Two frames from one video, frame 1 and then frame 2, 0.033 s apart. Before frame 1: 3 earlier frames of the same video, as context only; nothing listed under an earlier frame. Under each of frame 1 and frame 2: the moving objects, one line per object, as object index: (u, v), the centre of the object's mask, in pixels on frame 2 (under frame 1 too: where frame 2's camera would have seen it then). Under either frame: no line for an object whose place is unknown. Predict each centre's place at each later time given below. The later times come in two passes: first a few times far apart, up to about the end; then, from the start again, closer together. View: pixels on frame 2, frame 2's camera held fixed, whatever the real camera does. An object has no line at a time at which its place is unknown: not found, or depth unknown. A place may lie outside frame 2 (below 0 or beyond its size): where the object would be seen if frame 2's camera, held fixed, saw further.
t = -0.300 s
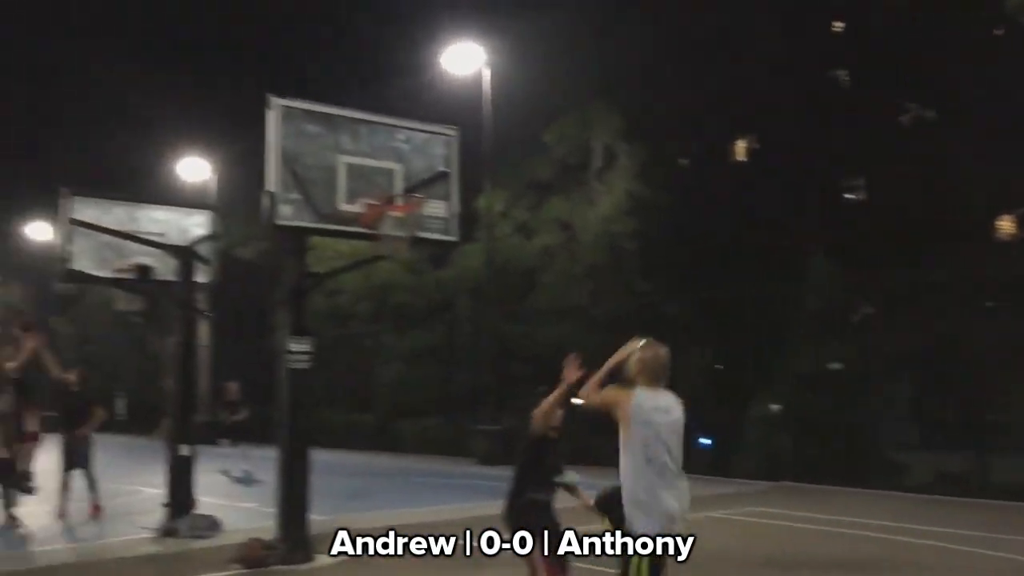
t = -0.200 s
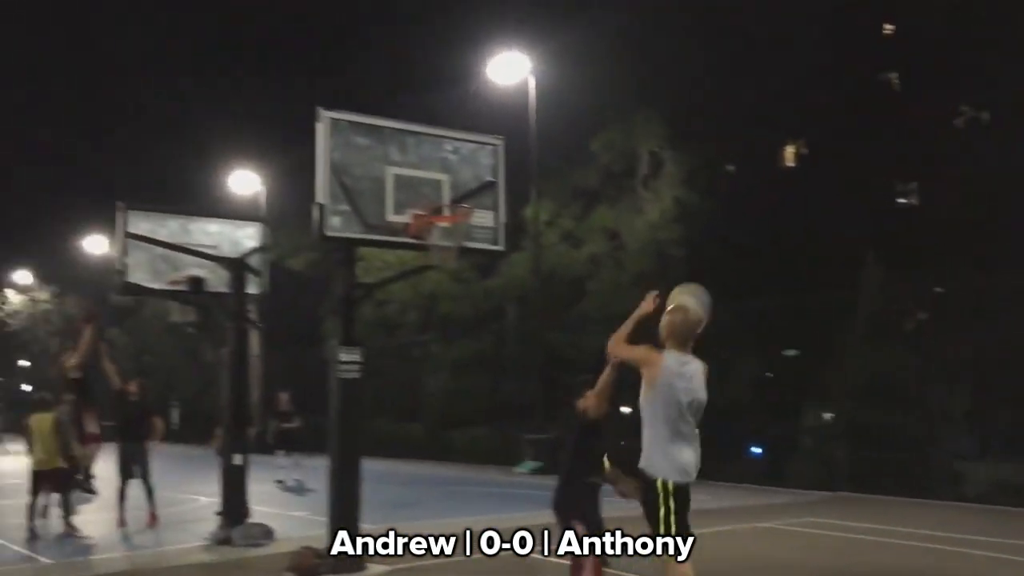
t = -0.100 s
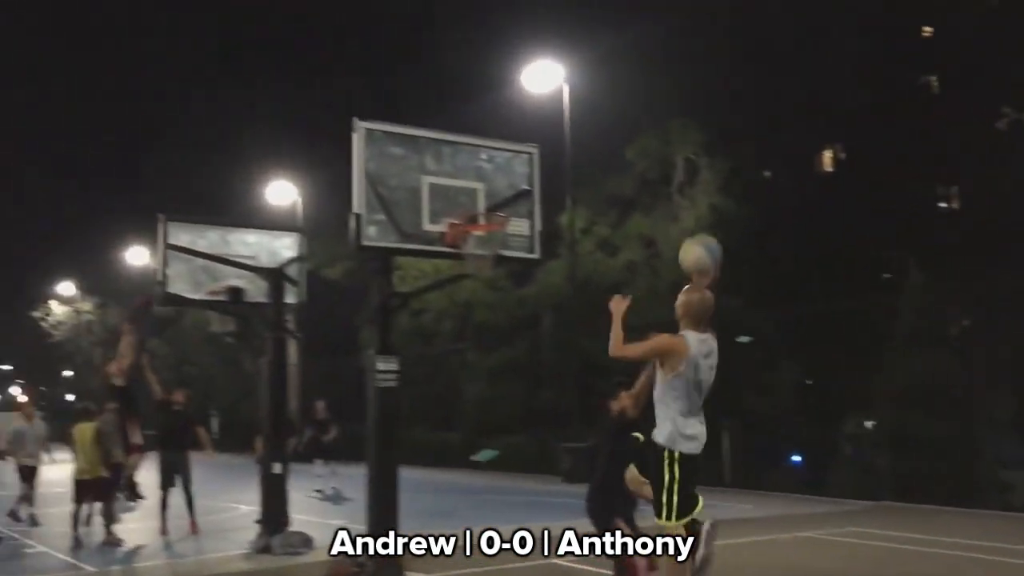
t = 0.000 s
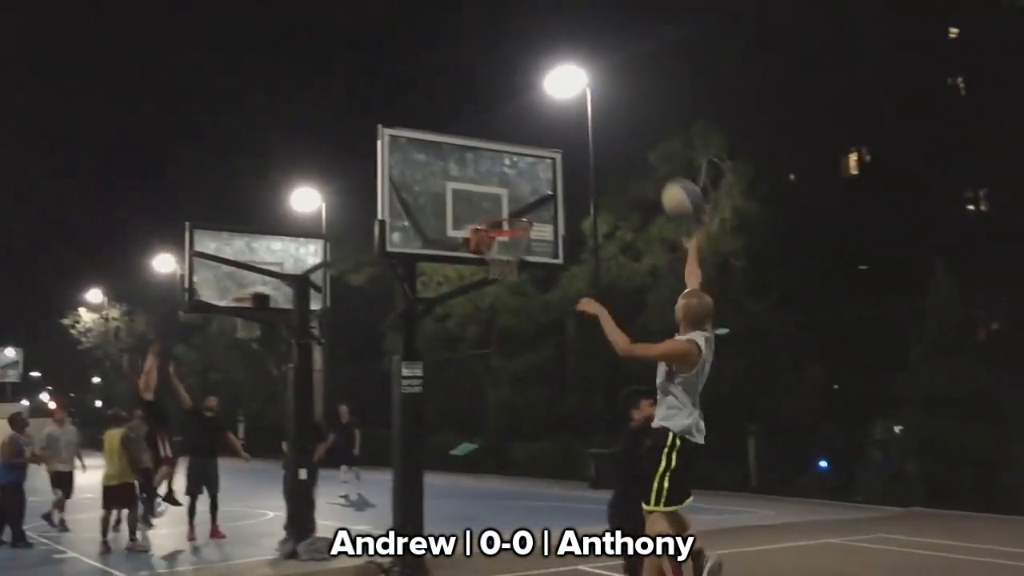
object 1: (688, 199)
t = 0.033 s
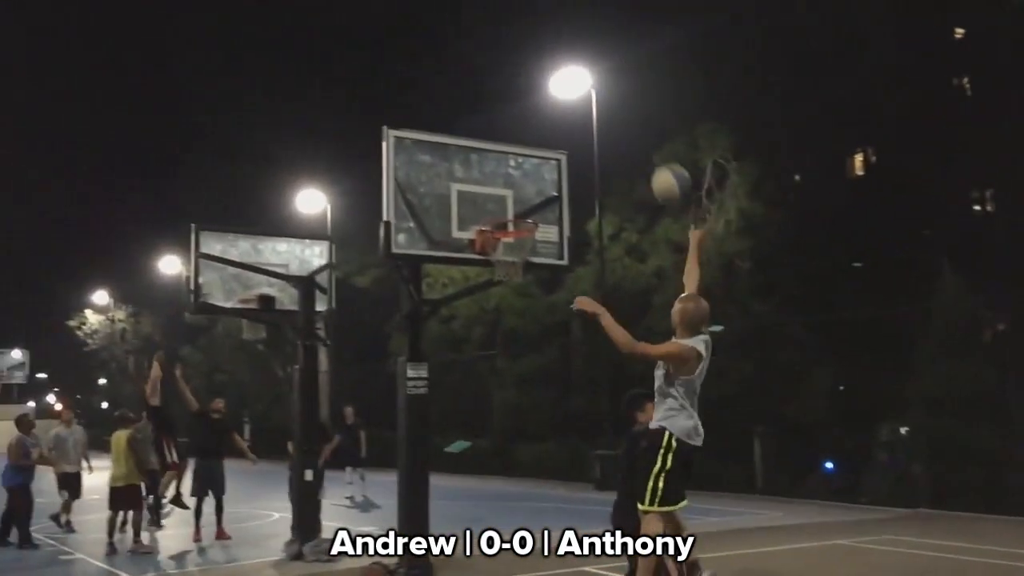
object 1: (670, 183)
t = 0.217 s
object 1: (599, 131)
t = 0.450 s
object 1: (535, 140)
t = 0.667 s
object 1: (487, 203)
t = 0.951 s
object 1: (523, 260)
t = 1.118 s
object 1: (518, 305)
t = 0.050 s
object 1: (663, 174)
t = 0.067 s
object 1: (656, 167)
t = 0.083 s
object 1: (648, 161)
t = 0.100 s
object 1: (642, 157)
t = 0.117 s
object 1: (636, 151)
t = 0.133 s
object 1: (629, 146)
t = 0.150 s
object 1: (622, 143)
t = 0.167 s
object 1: (617, 139)
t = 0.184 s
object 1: (611, 135)
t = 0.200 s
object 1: (605, 134)
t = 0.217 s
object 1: (599, 131)
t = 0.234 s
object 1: (594, 129)
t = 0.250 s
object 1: (589, 127)
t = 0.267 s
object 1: (584, 127)
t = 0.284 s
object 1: (579, 125)
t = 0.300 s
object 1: (574, 125)
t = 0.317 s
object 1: (569, 125)
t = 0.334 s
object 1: (564, 126)
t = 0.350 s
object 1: (559, 127)
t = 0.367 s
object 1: (555, 128)
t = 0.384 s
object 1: (551, 129)
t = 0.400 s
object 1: (546, 131)
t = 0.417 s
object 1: (542, 134)
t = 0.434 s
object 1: (539, 137)
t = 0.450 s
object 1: (535, 140)
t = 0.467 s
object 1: (531, 143)
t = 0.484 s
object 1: (526, 147)
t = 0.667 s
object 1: (487, 203)
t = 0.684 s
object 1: (485, 207)
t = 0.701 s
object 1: (488, 207)
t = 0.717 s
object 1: (495, 210)
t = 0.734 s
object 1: (498, 214)
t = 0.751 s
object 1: (504, 215)
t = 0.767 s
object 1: (509, 222)
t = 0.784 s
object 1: (513, 226)
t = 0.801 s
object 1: (519, 231)
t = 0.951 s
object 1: (523, 260)
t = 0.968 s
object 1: (522, 262)
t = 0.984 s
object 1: (519, 265)
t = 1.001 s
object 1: (517, 269)
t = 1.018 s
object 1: (517, 271)
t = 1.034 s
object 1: (521, 278)
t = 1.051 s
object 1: (521, 282)
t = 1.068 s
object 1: (519, 288)
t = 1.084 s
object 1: (519, 293)
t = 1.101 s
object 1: (518, 298)
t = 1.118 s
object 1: (518, 305)
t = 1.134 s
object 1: (518, 312)
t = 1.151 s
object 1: (518, 319)
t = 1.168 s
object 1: (517, 326)
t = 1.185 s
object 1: (516, 334)
